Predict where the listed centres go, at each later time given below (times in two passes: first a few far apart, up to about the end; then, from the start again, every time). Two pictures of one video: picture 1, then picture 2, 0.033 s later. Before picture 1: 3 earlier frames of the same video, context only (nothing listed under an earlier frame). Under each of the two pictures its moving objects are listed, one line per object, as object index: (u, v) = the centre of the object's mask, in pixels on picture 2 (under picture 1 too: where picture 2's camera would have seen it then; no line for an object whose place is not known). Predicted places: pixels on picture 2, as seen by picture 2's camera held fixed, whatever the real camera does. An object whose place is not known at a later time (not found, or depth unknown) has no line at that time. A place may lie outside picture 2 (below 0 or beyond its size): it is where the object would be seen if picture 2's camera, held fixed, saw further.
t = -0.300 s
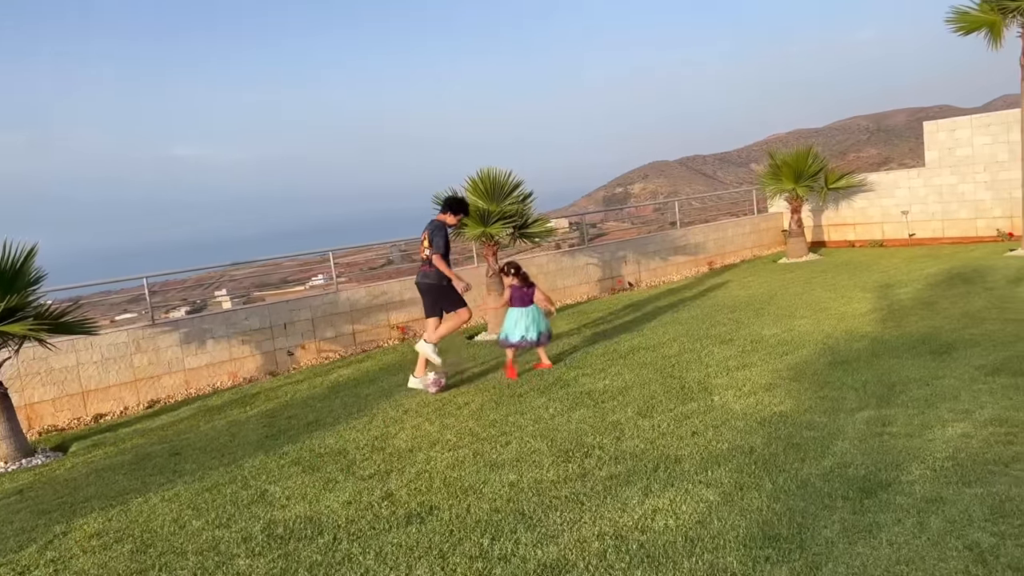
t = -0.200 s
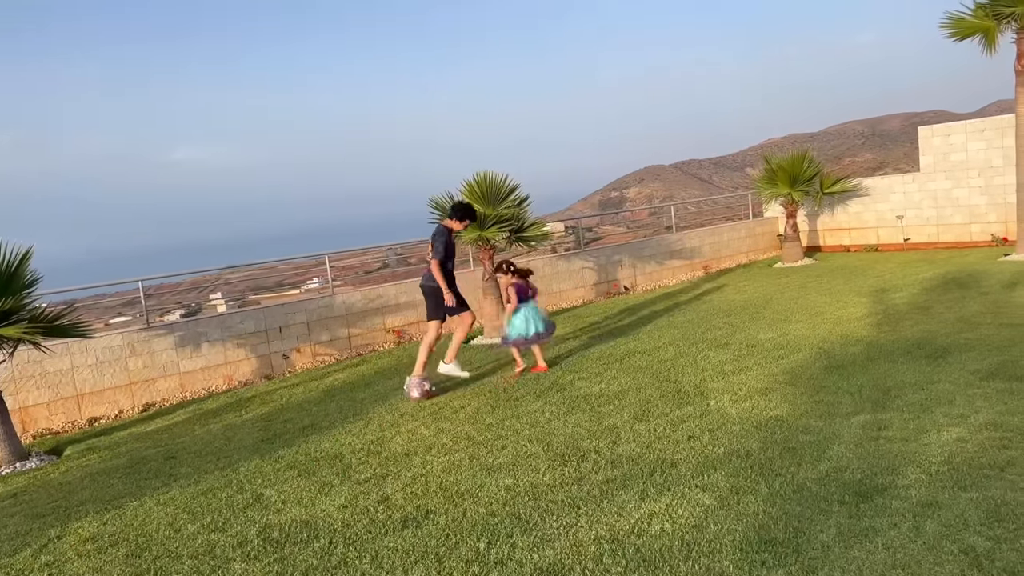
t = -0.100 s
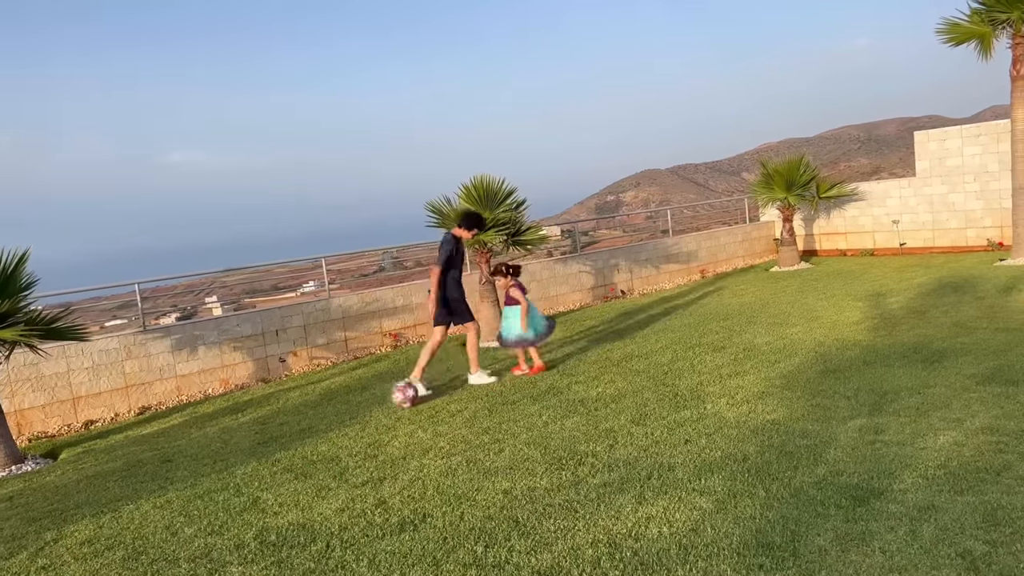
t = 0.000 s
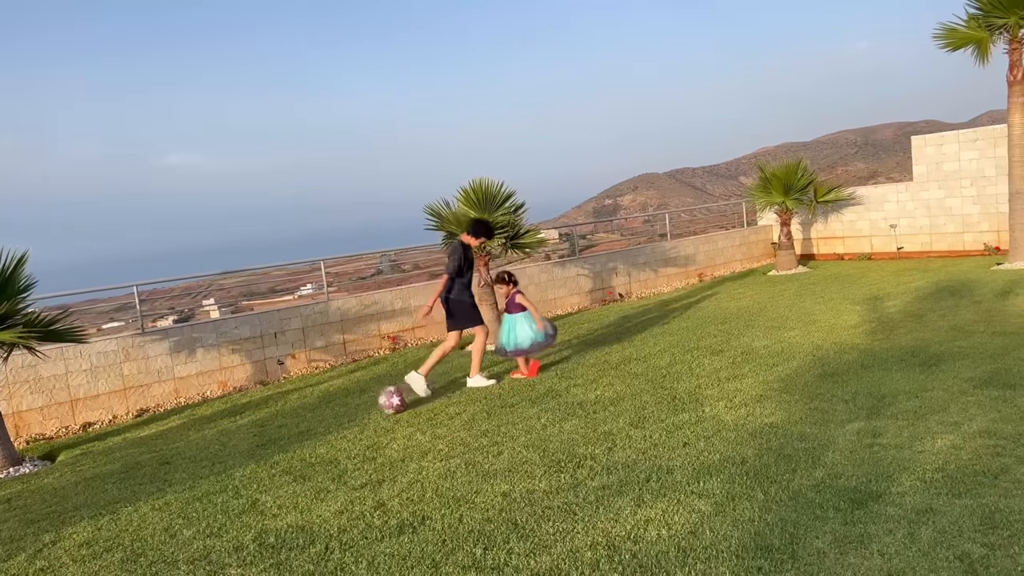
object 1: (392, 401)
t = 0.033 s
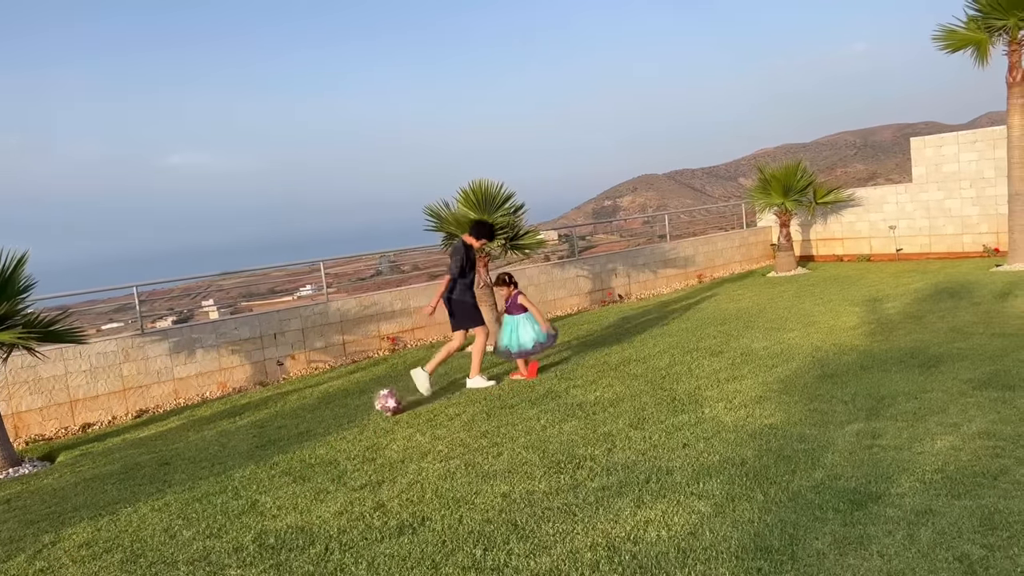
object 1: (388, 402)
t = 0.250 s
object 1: (365, 409)
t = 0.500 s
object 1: (342, 415)
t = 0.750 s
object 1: (323, 419)
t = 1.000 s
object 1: (305, 423)
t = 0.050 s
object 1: (386, 403)
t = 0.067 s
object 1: (384, 403)
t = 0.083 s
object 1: (383, 403)
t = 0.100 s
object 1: (380, 404)
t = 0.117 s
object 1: (379, 405)
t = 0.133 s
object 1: (377, 406)
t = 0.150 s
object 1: (374, 406)
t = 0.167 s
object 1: (373, 406)
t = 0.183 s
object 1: (372, 408)
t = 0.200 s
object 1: (369, 409)
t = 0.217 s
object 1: (368, 408)
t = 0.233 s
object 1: (367, 408)
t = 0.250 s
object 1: (365, 409)
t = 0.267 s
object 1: (363, 410)
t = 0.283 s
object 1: (361, 411)
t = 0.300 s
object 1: (359, 411)
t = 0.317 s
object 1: (359, 412)
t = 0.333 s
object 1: (357, 412)
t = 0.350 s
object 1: (356, 412)
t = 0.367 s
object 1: (354, 412)
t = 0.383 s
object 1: (352, 413)
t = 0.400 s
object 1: (351, 413)
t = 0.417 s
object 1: (349, 413)
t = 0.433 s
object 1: (348, 413)
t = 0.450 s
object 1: (346, 413)
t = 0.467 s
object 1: (345, 414)
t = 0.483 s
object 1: (344, 414)
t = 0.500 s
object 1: (342, 415)
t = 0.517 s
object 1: (340, 415)
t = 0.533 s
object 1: (339, 415)
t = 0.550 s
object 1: (338, 416)
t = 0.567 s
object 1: (336, 416)
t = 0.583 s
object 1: (335, 417)
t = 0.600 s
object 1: (334, 417)
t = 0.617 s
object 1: (333, 417)
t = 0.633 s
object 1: (332, 417)
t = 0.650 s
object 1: (330, 417)
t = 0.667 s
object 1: (329, 417)
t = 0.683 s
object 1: (328, 418)
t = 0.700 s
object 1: (327, 418)
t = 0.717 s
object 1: (326, 418)
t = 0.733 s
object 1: (324, 418)
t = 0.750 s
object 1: (323, 419)
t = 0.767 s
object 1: (321, 420)
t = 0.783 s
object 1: (320, 420)
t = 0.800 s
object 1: (320, 419)
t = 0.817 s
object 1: (318, 420)
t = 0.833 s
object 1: (317, 420)
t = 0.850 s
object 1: (315, 421)
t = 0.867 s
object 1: (315, 421)
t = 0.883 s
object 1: (313, 421)
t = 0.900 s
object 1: (311, 421)
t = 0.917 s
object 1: (311, 422)
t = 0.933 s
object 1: (309, 422)
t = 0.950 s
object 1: (308, 422)
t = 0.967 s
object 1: (307, 422)
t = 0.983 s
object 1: (306, 422)
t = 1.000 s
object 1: (305, 423)
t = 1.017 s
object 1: (304, 423)
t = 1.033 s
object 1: (303, 423)
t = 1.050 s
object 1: (301, 423)
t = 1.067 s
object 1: (300, 423)
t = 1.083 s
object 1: (299, 423)
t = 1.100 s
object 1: (298, 423)
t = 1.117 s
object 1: (298, 424)
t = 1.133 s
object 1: (297, 424)
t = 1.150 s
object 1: (296, 424)
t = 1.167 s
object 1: (295, 424)
